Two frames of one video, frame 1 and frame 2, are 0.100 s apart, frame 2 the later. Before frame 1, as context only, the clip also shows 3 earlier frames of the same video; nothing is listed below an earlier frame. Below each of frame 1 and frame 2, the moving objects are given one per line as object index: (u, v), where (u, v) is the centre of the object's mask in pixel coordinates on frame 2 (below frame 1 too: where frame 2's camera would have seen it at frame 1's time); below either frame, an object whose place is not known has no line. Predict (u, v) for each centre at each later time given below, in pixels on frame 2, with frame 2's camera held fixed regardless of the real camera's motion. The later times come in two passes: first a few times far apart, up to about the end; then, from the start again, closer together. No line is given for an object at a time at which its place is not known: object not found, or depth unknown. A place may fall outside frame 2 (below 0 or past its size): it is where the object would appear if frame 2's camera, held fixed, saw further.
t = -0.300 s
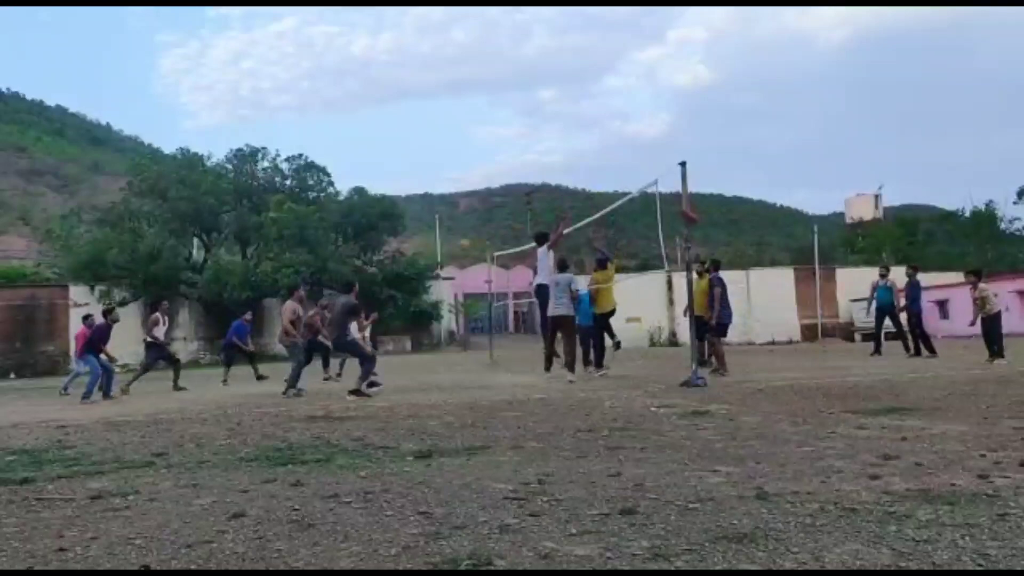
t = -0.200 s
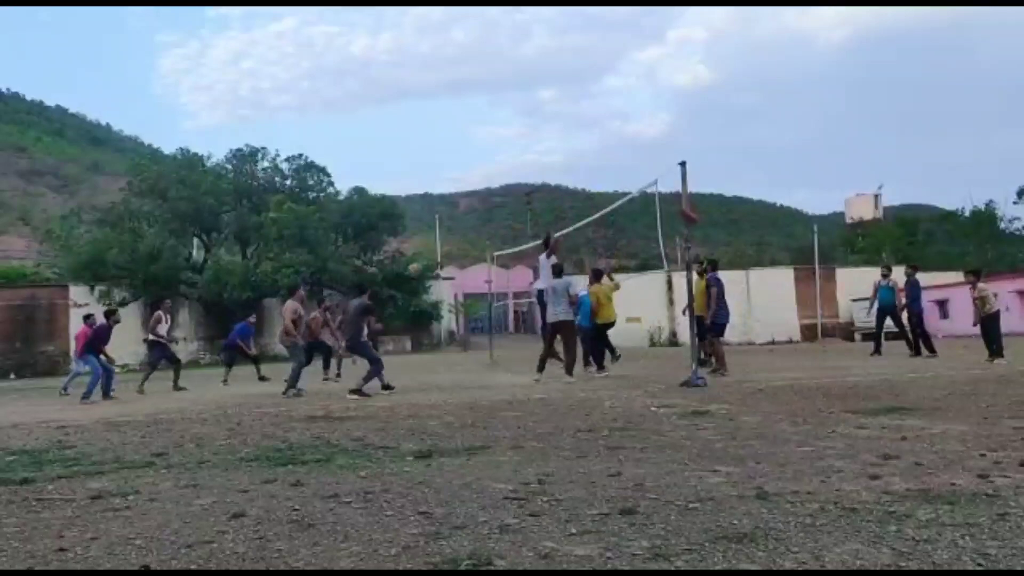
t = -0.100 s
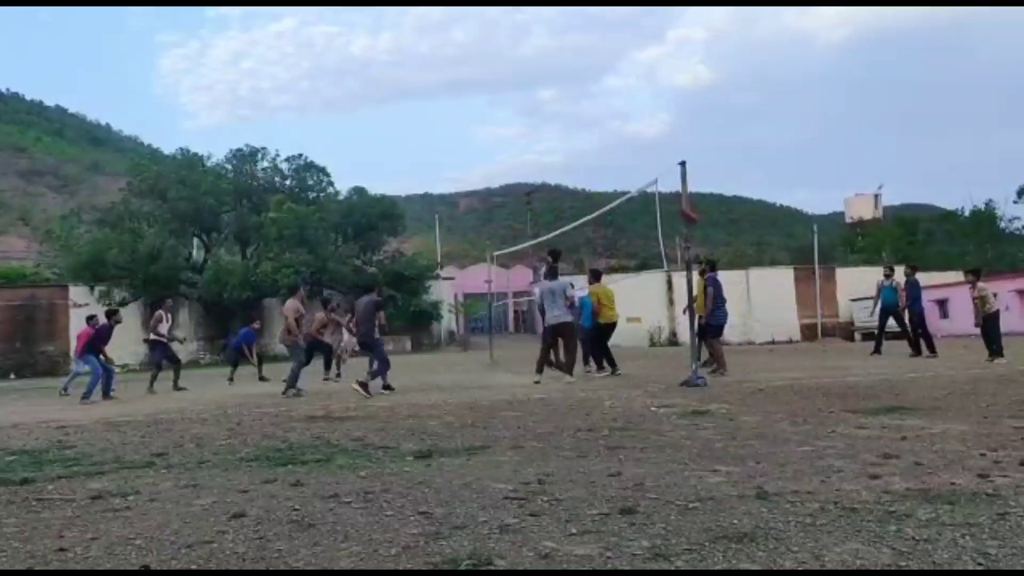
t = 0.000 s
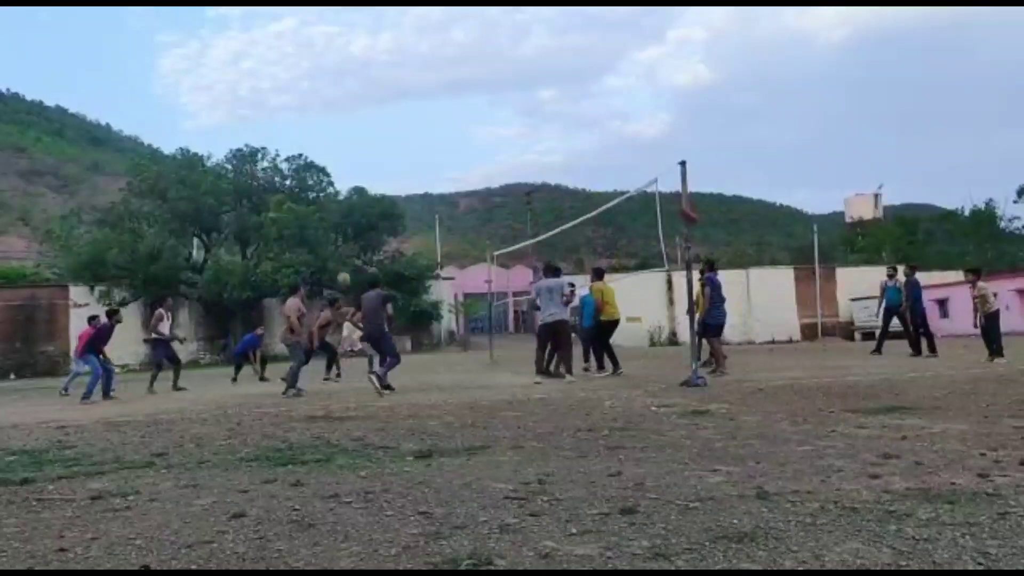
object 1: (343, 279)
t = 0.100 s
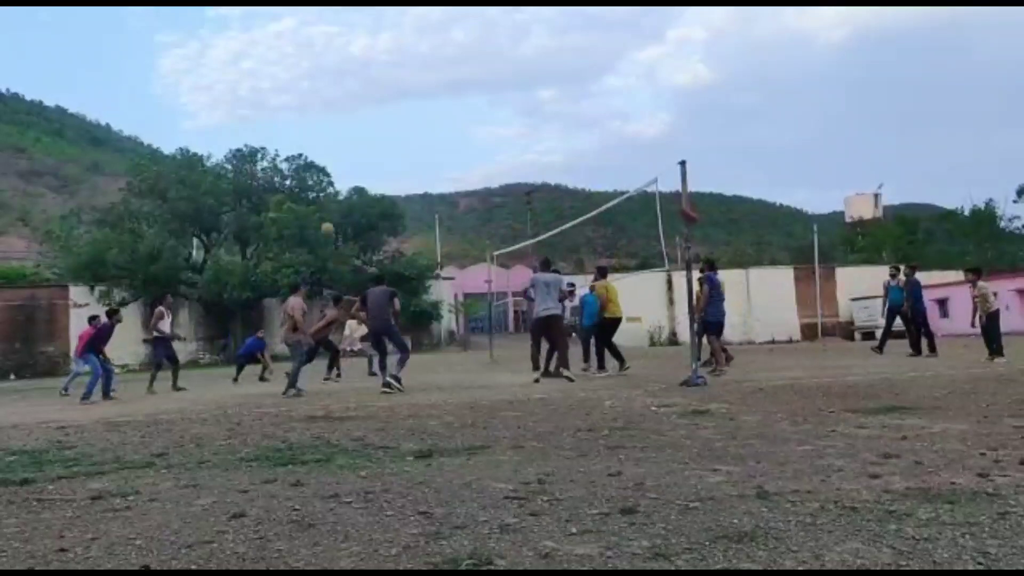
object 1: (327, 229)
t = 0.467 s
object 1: (267, 102)
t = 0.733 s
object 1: (224, 60)
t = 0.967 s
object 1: (187, 56)
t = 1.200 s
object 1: (151, 79)
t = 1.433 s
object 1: (118, 130)
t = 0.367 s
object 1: (284, 129)
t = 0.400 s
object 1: (278, 120)
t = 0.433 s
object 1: (273, 111)
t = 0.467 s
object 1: (267, 102)
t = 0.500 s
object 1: (262, 95)
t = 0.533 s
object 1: (256, 88)
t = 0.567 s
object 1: (251, 82)
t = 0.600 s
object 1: (245, 77)
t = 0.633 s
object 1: (240, 72)
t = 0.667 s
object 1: (234, 68)
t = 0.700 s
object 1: (229, 64)
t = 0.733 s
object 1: (224, 60)
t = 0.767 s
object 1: (218, 58)
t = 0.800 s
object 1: (213, 56)
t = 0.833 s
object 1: (208, 55)
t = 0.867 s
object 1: (202, 54)
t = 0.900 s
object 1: (197, 54)
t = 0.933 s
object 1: (192, 55)
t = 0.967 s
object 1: (187, 56)
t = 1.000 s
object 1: (182, 57)
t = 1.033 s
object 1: (177, 60)
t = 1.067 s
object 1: (171, 62)
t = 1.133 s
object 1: (161, 70)
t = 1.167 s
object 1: (156, 74)
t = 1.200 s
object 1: (151, 79)
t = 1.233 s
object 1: (146, 85)
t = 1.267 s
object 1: (141, 91)
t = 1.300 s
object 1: (137, 98)
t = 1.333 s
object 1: (132, 105)
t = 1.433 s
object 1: (118, 130)
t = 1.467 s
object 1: (113, 139)
